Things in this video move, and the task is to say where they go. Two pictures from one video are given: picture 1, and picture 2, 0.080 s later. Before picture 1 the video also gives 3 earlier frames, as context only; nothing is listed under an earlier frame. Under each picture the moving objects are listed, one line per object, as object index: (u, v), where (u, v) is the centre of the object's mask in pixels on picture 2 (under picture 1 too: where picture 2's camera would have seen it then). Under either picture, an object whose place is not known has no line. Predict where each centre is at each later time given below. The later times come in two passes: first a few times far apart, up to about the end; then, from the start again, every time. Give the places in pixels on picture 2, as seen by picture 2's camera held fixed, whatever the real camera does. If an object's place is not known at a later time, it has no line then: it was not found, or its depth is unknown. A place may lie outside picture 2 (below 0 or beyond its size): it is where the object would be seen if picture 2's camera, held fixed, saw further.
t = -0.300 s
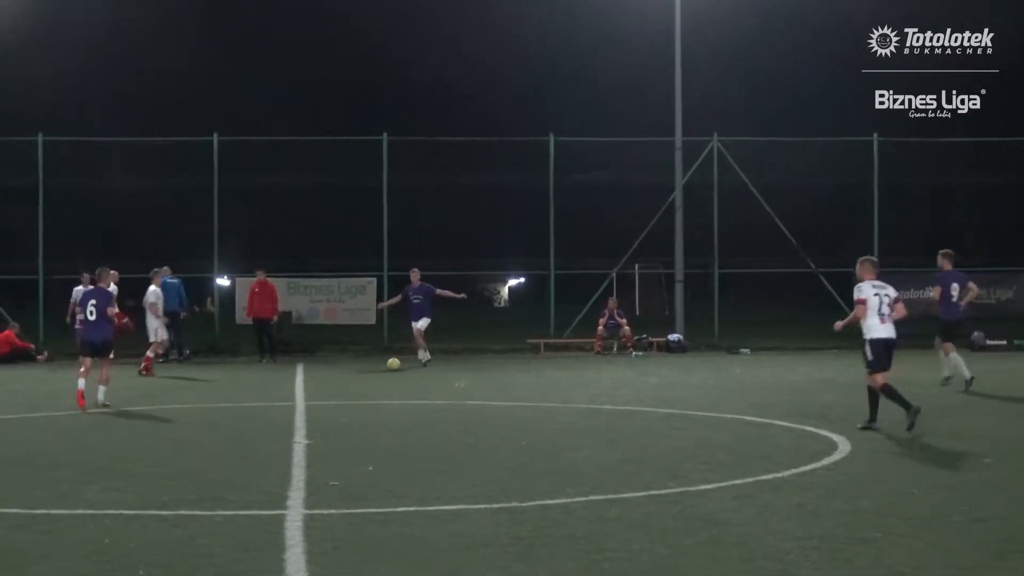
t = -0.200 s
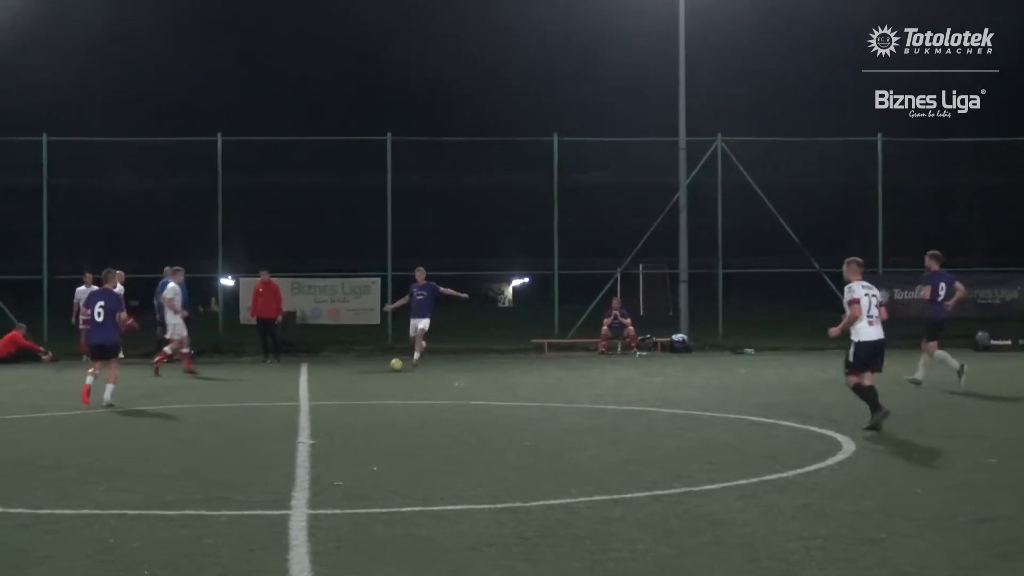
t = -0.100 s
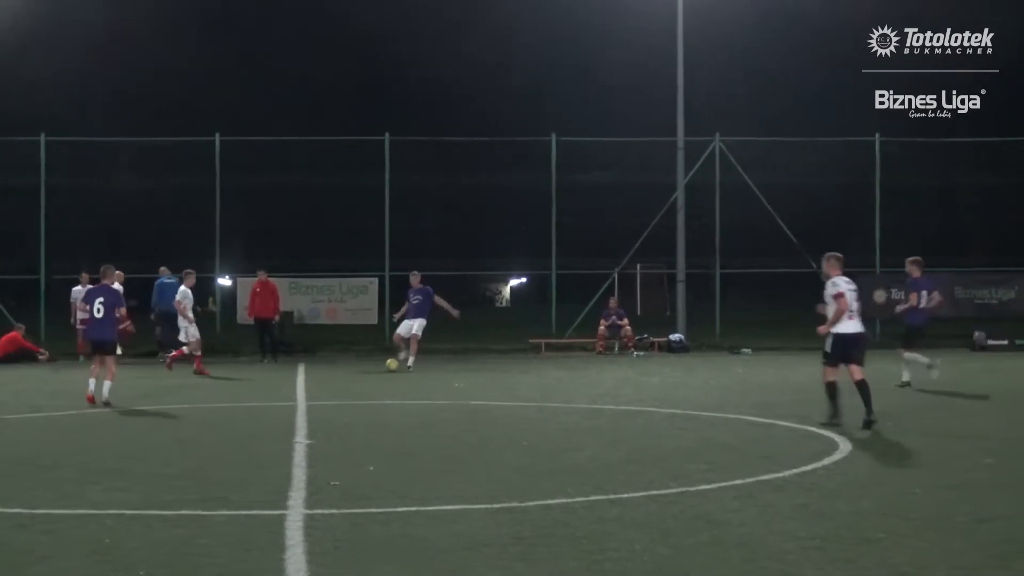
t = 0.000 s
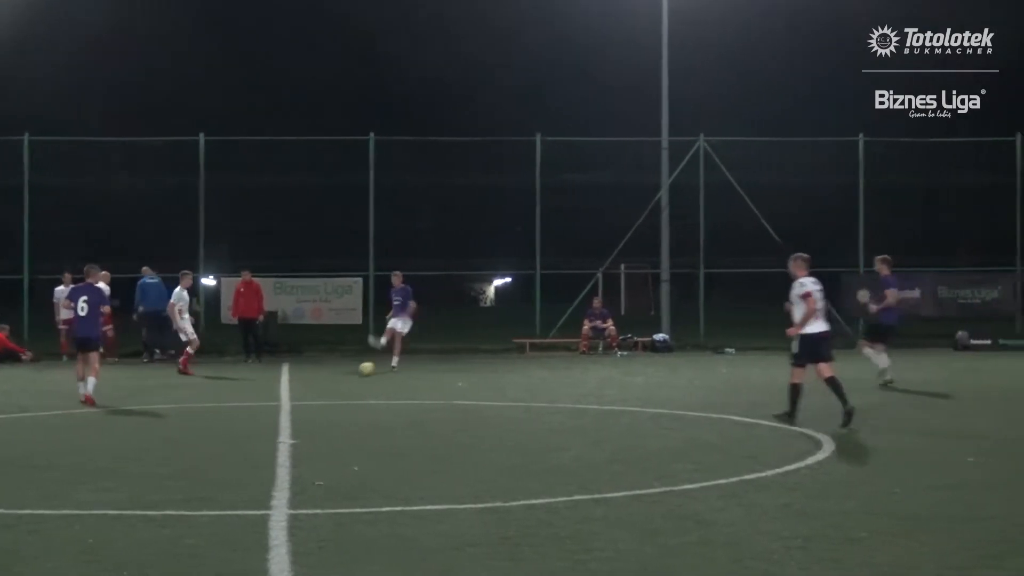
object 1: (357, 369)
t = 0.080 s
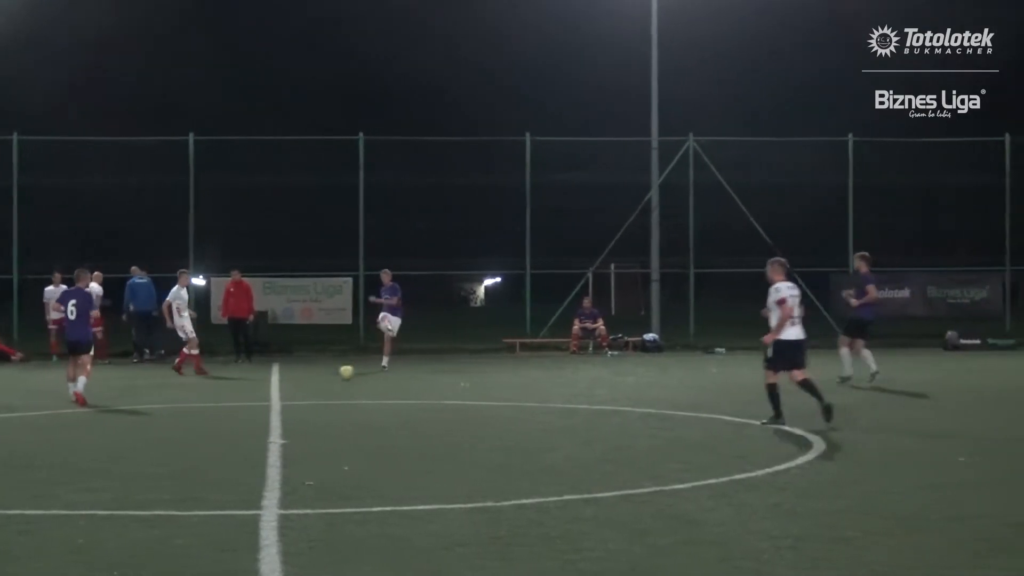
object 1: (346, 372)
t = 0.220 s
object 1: (334, 385)
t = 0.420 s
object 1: (323, 401)
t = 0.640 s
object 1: (320, 427)
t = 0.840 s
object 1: (328, 455)
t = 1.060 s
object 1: (340, 495)
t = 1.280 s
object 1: (361, 548)
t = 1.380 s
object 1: (375, 566)
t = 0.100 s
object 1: (344, 373)
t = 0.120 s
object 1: (341, 374)
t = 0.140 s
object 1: (339, 377)
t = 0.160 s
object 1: (337, 379)
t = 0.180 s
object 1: (336, 383)
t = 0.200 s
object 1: (335, 384)
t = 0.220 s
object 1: (334, 385)
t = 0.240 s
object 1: (332, 385)
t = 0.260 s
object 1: (331, 386)
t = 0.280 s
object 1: (330, 389)
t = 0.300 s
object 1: (328, 391)
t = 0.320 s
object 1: (326, 394)
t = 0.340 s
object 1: (326, 398)
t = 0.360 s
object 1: (325, 401)
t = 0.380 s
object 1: (325, 400)
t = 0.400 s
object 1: (324, 401)
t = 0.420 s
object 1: (323, 401)
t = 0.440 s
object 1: (322, 403)
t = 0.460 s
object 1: (321, 405)
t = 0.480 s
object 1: (321, 407)
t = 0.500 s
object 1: (321, 410)
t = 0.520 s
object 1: (320, 414)
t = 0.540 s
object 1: (320, 418)
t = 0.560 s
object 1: (319, 424)
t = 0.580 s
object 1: (319, 425)
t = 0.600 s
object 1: (320, 425)
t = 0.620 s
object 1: (320, 426)
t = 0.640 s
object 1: (320, 427)
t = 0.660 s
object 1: (321, 429)
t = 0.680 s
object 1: (321, 431)
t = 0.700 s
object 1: (322, 434)
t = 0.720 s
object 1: (322, 438)
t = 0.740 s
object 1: (323, 443)
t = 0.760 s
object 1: (324, 448)
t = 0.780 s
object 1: (325, 453)
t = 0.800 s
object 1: (325, 454)
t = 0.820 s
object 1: (326, 454)
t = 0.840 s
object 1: (328, 455)
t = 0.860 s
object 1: (328, 456)
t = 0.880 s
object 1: (328, 459)
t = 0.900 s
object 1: (330, 461)
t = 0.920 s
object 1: (331, 465)
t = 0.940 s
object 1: (332, 469)
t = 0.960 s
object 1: (333, 474)
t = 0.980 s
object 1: (335, 480)
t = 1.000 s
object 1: (336, 487)
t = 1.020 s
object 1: (337, 493)
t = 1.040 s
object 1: (339, 494)
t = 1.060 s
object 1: (340, 495)
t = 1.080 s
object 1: (341, 497)
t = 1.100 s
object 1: (342, 499)
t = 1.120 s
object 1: (344, 504)
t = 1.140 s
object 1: (346, 508)
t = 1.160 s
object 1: (347, 513)
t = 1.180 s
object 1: (349, 520)
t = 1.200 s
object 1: (351, 528)
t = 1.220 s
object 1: (354, 537)
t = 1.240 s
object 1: (356, 543)
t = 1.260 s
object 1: (358, 545)
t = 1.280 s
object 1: (361, 548)
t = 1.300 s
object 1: (364, 552)
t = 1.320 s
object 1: (369, 557)
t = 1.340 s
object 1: (371, 560)
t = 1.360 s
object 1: (373, 563)
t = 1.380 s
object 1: (375, 566)
